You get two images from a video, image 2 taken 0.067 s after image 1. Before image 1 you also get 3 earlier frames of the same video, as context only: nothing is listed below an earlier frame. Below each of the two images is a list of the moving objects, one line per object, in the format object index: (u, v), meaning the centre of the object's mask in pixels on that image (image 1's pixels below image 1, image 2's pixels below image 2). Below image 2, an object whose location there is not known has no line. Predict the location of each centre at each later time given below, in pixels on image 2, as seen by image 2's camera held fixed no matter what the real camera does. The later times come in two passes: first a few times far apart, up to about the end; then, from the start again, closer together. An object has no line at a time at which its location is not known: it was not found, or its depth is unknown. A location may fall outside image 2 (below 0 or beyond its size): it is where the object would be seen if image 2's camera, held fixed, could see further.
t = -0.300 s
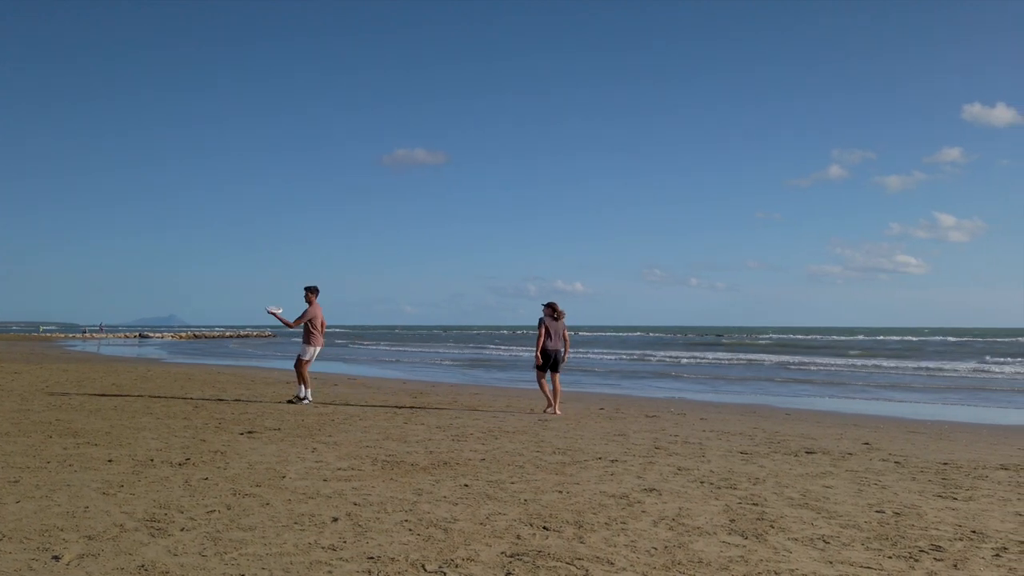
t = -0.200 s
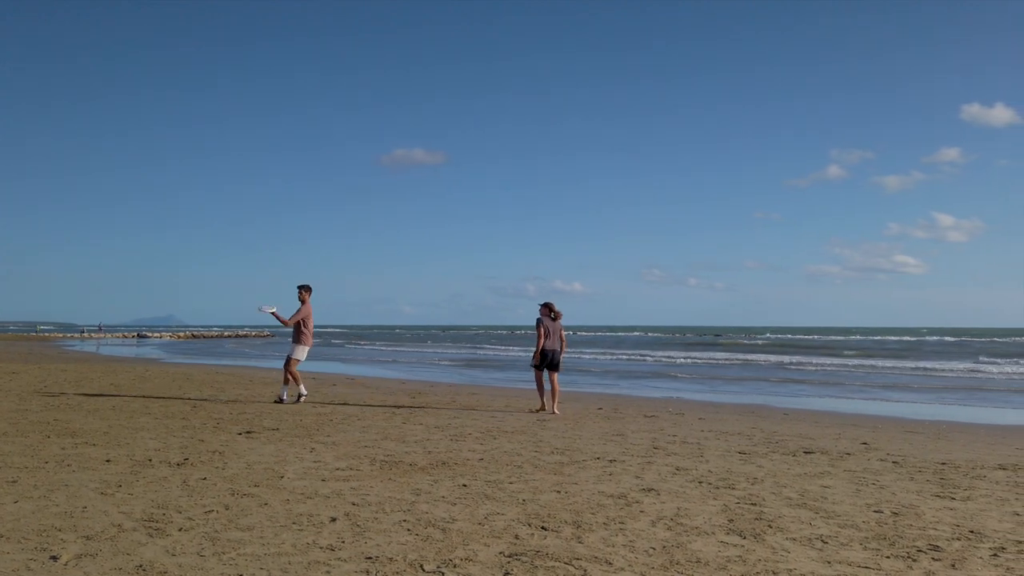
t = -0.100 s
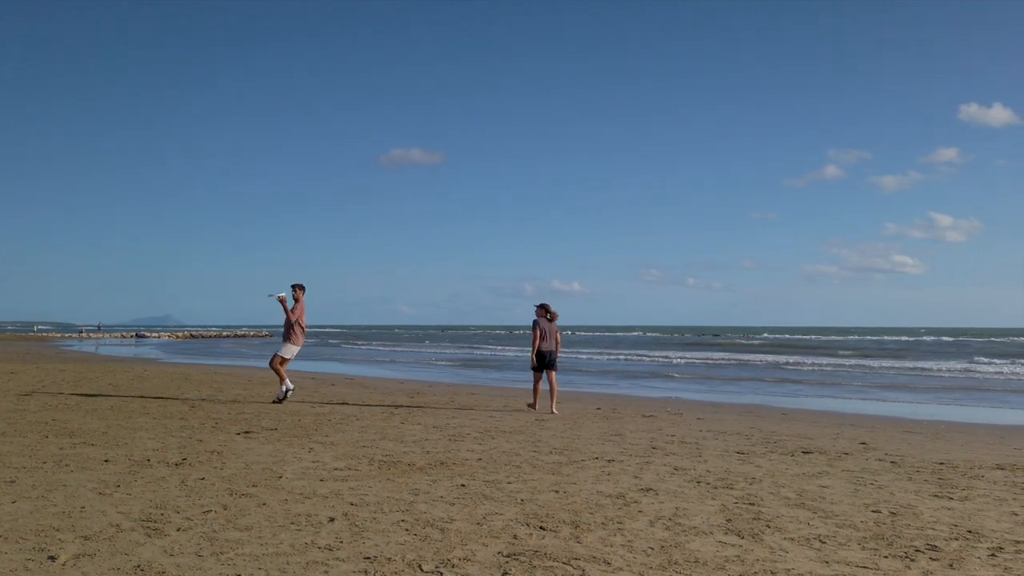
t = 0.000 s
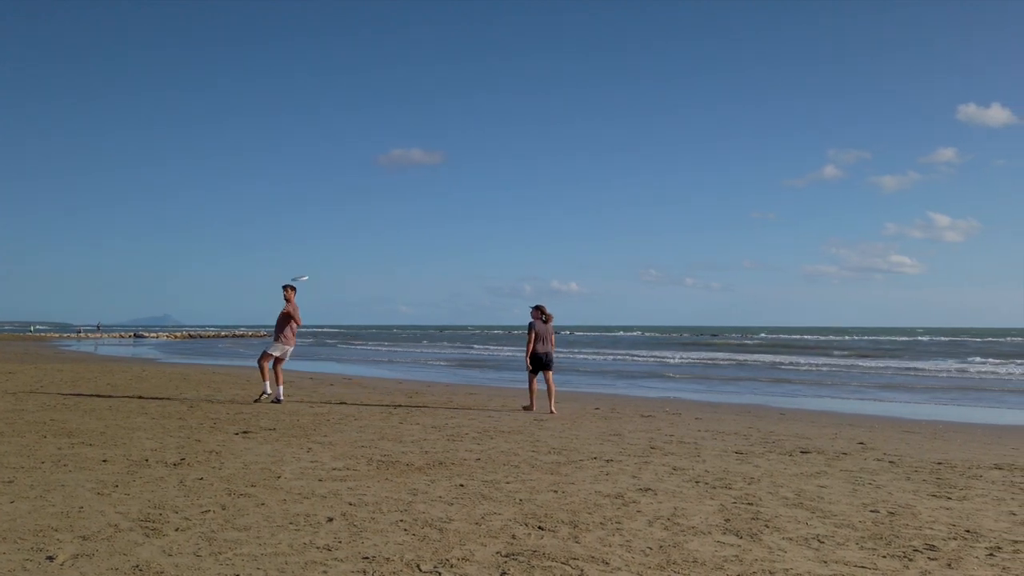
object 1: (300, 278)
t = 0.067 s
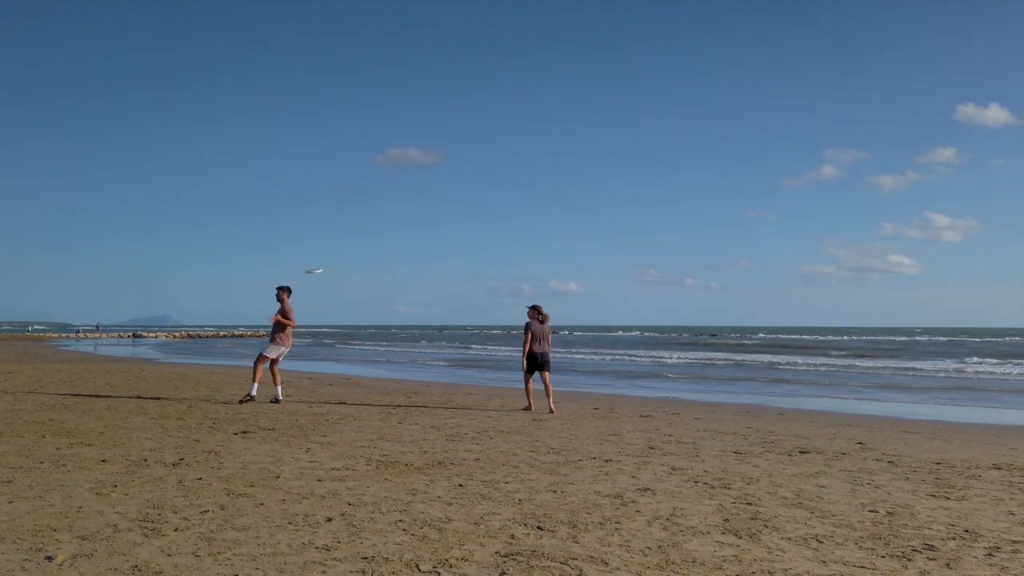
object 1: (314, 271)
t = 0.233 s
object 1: (348, 259)
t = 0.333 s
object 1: (367, 254)
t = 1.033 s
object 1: (464, 247)
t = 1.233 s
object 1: (485, 253)
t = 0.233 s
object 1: (348, 259)
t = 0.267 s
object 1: (355, 257)
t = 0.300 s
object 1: (361, 256)
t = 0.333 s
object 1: (367, 254)
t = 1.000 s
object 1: (461, 246)
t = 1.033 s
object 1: (464, 247)
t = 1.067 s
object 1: (468, 247)
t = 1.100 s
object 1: (471, 248)
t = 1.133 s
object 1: (475, 249)
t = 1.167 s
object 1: (478, 251)
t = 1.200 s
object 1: (481, 252)
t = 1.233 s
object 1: (485, 253)
